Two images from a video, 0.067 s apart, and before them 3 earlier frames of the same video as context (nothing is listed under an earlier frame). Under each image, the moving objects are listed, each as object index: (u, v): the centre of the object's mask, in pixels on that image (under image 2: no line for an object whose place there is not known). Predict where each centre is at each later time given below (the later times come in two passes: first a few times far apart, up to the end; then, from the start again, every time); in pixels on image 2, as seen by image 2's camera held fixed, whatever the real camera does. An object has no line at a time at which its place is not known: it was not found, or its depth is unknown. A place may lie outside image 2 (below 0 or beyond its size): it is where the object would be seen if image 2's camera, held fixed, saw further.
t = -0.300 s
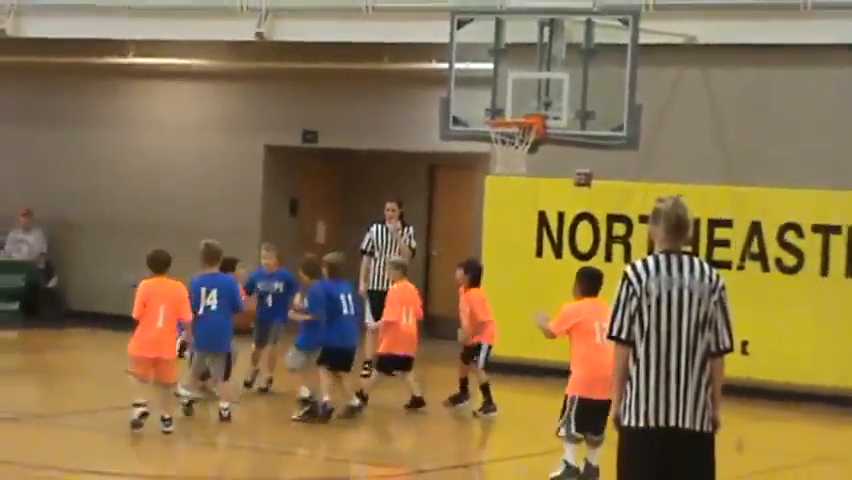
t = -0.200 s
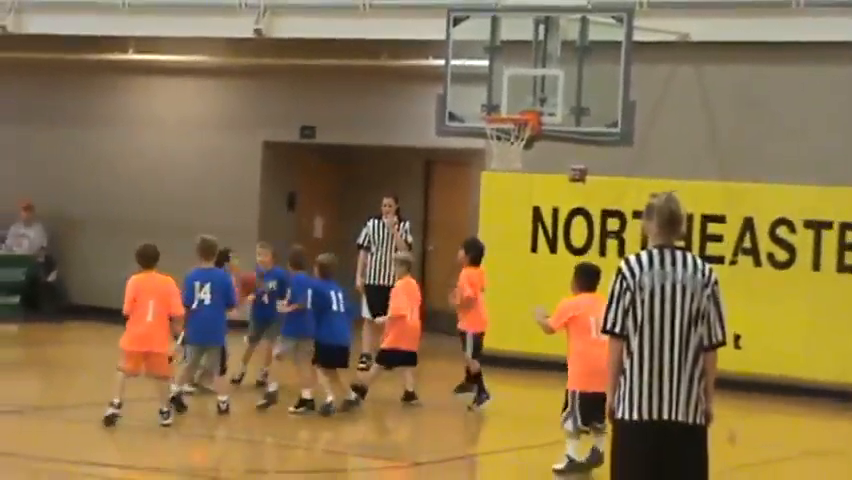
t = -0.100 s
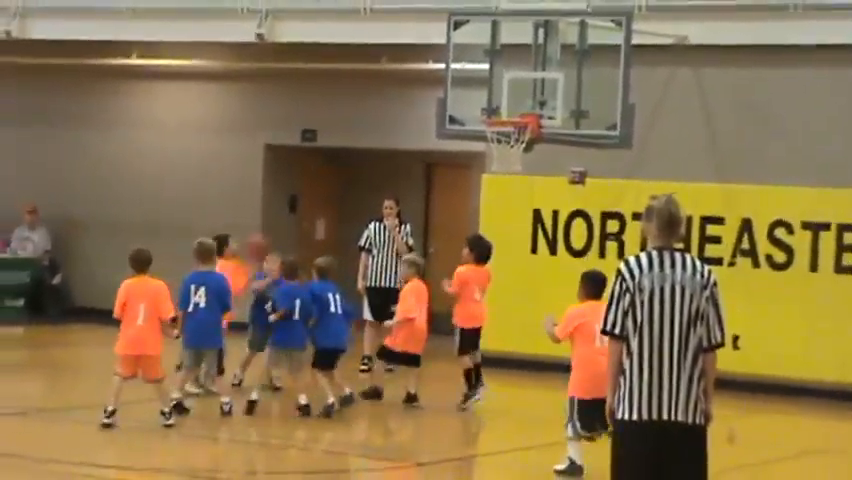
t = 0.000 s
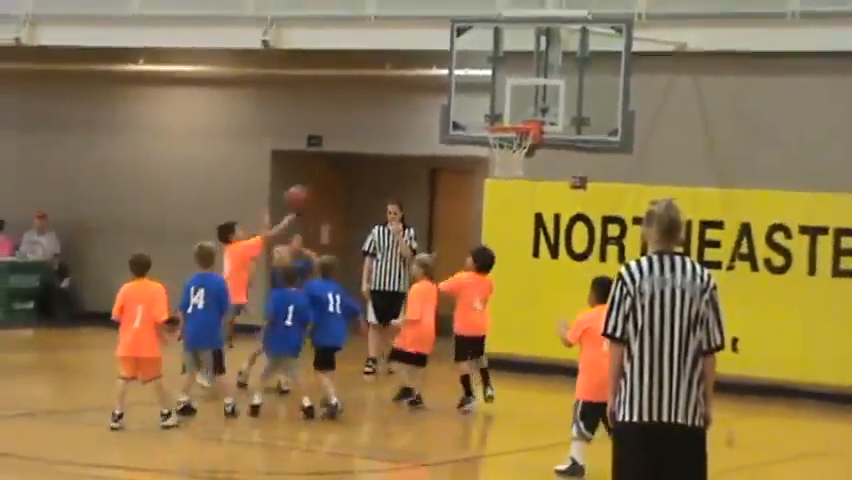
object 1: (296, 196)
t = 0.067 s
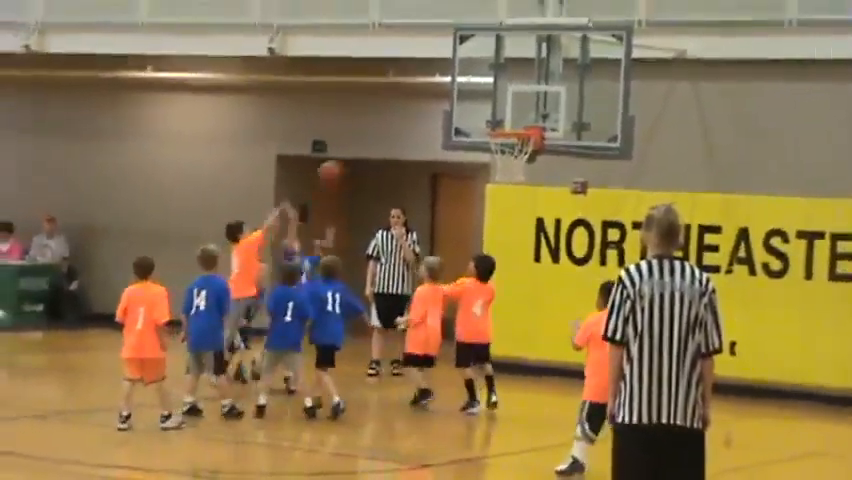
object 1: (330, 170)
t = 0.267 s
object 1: (413, 115)
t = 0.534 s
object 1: (505, 105)
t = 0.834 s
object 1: (526, 142)
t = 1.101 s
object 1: (528, 154)
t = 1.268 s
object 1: (529, 155)
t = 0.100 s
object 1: (346, 159)
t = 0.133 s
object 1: (359, 147)
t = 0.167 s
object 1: (373, 137)
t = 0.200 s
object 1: (387, 128)
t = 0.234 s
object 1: (401, 121)
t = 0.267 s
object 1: (413, 115)
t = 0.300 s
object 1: (426, 107)
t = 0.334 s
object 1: (439, 104)
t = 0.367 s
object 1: (453, 99)
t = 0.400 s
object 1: (465, 98)
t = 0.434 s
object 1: (477, 99)
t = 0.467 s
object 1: (489, 101)
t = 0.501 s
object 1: (501, 102)
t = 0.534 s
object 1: (505, 105)
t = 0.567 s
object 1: (505, 109)
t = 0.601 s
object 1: (504, 113)
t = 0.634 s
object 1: (505, 120)
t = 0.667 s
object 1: (504, 128)
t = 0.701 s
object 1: (507, 128)
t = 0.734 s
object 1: (512, 130)
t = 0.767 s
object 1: (527, 148)
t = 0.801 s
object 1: (535, 136)
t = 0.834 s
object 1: (526, 142)
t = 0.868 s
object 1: (525, 140)
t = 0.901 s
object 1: (525, 141)
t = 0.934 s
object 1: (518, 145)
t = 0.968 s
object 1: (530, 150)
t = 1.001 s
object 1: (530, 152)
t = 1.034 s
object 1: (530, 154)
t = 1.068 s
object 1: (534, 145)
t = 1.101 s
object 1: (528, 154)
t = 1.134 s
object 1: (528, 155)
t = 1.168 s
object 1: (528, 155)
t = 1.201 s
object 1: (529, 154)
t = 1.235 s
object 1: (529, 155)
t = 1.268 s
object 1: (529, 155)
